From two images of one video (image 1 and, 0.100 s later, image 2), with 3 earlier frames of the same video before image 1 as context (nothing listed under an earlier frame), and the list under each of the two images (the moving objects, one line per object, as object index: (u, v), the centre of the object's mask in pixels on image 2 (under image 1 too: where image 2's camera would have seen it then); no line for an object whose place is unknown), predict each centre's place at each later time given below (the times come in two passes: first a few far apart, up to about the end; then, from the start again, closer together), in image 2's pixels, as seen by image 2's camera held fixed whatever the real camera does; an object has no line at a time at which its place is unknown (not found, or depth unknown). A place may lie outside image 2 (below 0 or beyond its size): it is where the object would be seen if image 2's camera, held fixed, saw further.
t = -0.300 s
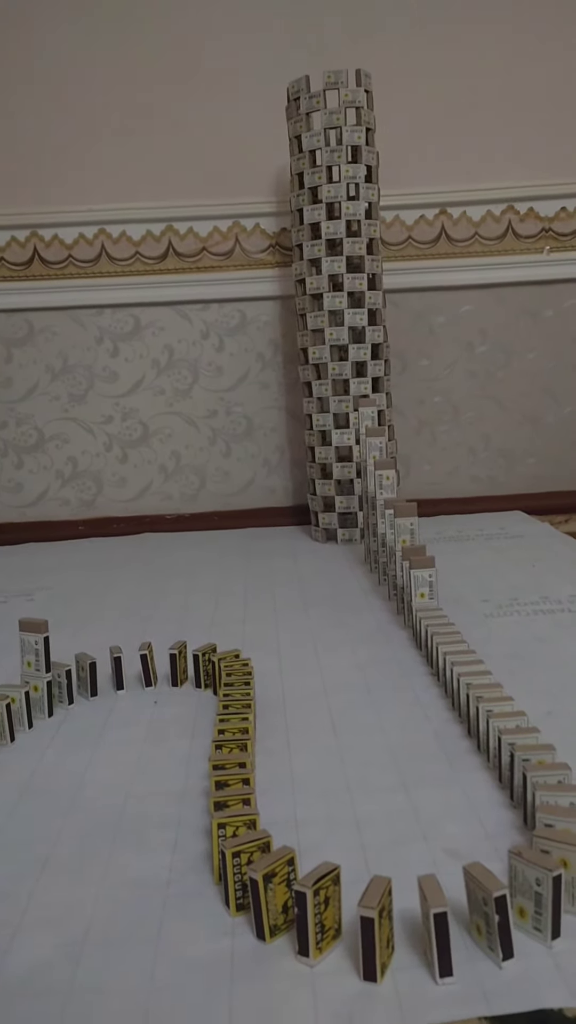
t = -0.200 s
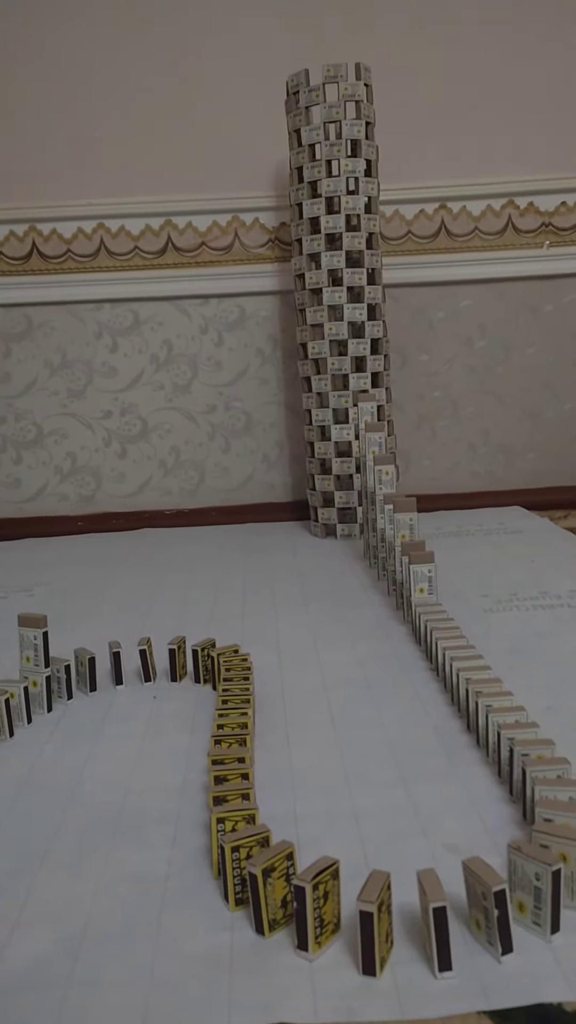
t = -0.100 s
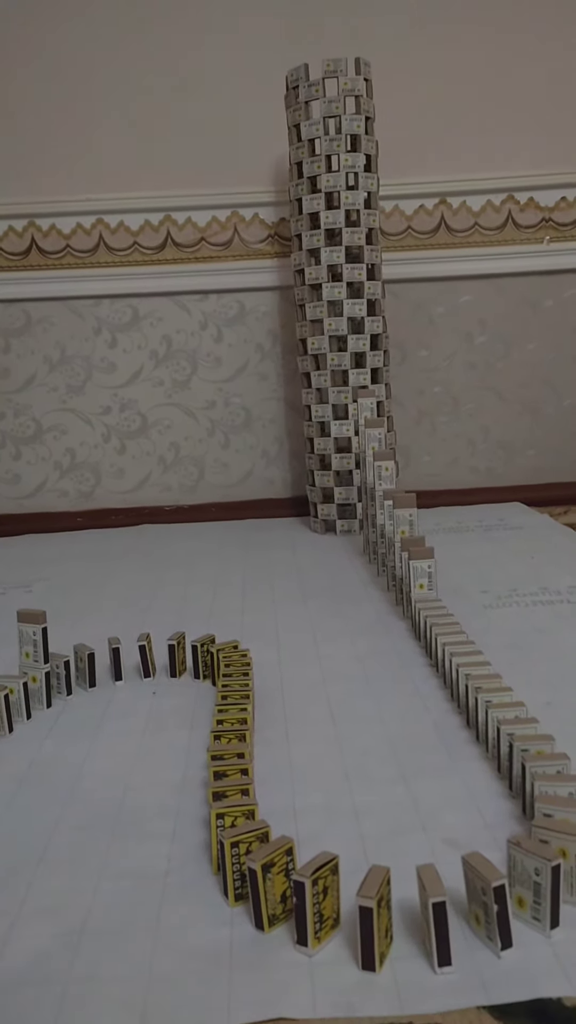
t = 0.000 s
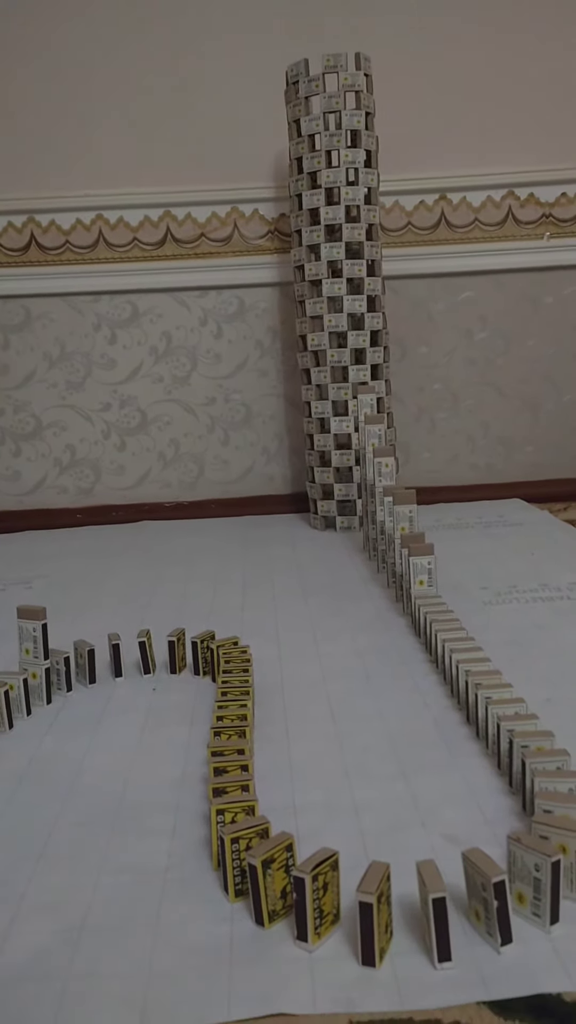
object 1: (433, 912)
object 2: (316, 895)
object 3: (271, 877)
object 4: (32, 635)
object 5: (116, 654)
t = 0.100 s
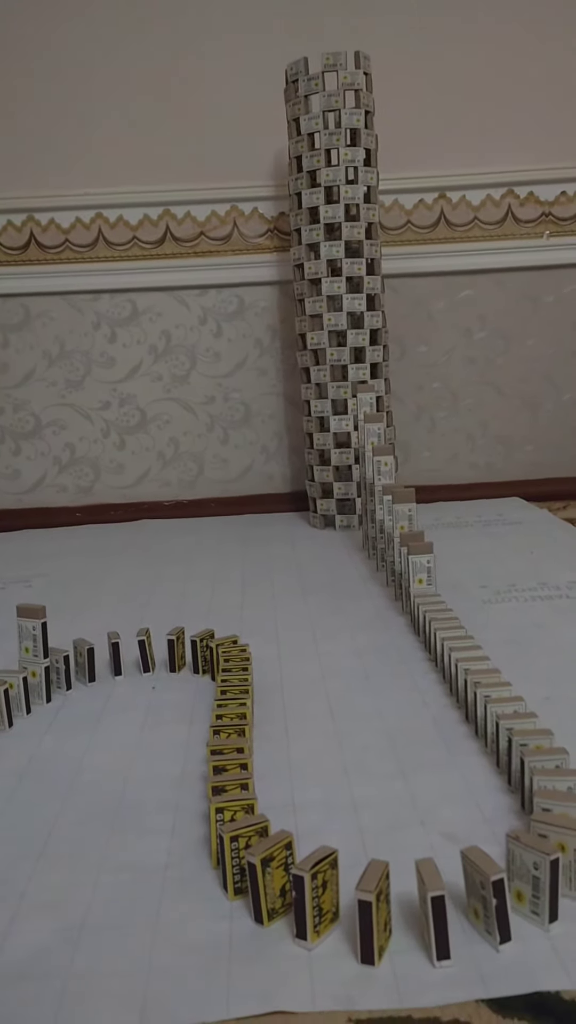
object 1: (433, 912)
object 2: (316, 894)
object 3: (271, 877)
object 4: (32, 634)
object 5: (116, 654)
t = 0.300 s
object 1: (433, 912)
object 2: (316, 894)
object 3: (271, 877)
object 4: (32, 635)
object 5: (116, 654)
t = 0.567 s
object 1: (433, 912)
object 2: (316, 894)
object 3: (271, 877)
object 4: (33, 633)
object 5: (116, 654)
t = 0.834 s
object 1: (433, 912)
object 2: (316, 894)
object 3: (271, 877)
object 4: (42, 630)
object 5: (116, 654)
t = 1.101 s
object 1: (433, 912)
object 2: (316, 894)
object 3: (271, 877)
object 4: (87, 650)
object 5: (136, 658)
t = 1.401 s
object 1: (433, 912)
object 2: (316, 894)
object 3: (271, 877)
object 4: (88, 651)
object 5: (142, 660)
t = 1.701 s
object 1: (433, 912)
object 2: (316, 894)
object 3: (271, 877)
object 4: (88, 651)
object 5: (141, 660)
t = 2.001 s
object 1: (433, 912)
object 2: (316, 894)
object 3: (271, 877)
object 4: (88, 651)
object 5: (142, 661)
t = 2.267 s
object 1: (433, 912)
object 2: (328, 916)
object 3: (301, 902)
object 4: (88, 651)
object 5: (142, 661)
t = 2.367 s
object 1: (451, 910)
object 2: (354, 920)
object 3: (306, 908)
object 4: (88, 651)
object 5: (142, 661)
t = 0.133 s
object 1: (433, 912)
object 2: (316, 894)
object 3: (271, 877)
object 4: (32, 635)
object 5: (116, 654)
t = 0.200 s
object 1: (433, 912)
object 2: (316, 894)
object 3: (271, 877)
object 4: (32, 635)
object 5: (116, 654)
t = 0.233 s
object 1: (433, 912)
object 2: (316, 894)
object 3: (271, 877)
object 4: (32, 635)
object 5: (116, 654)
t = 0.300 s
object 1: (433, 912)
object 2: (316, 894)
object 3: (271, 877)
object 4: (32, 635)
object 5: (116, 654)
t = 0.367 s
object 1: (433, 912)
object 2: (316, 894)
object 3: (271, 877)
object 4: (32, 635)
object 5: (116, 654)
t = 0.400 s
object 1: (433, 912)
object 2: (316, 894)
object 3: (271, 877)
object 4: (33, 633)
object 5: (116, 654)
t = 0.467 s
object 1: (433, 911)
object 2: (316, 894)
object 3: (271, 877)
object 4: (33, 633)
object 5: (116, 654)
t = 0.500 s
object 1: (433, 911)
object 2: (316, 894)
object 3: (271, 877)
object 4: (33, 633)
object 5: (116, 654)
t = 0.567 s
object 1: (433, 912)
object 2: (316, 894)
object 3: (271, 877)
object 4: (33, 633)
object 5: (116, 654)
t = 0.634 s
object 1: (433, 912)
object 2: (316, 894)
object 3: (271, 877)
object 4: (33, 633)
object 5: (116, 654)
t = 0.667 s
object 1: (433, 912)
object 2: (316, 894)
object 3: (271, 877)
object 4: (33, 633)
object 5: (116, 654)
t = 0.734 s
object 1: (433, 912)
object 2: (316, 894)
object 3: (271, 877)
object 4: (33, 633)
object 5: (116, 654)
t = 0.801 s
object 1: (433, 912)
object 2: (316, 894)
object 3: (271, 877)
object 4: (38, 631)
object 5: (116, 654)
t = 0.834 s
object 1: (433, 912)
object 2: (316, 894)
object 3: (271, 877)
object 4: (42, 630)
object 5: (116, 654)
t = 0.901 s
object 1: (433, 912)
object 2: (316, 894)
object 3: (271, 877)
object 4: (55, 629)
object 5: (116, 654)
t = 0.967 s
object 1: (433, 912)
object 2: (316, 894)
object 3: (271, 877)
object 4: (70, 633)
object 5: (116, 654)
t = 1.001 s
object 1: (433, 912)
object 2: (316, 894)
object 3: (271, 877)
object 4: (77, 641)
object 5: (116, 654)
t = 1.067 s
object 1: (433, 912)
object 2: (316, 894)
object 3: (271, 877)
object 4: (85, 649)
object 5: (129, 659)
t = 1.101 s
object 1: (433, 912)
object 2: (316, 894)
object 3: (271, 877)
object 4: (87, 650)
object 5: (136, 658)
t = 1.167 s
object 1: (433, 912)
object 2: (316, 894)
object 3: (271, 877)
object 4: (88, 651)
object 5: (140, 659)
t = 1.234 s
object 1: (433, 912)
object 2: (316, 894)
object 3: (271, 877)
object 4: (88, 651)
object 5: (142, 660)
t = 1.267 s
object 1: (433, 912)
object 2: (316, 894)
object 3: (271, 877)
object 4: (88, 651)
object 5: (142, 660)
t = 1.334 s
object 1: (433, 912)
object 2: (316, 894)
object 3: (271, 877)
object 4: (88, 651)
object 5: (142, 660)
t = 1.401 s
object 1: (433, 912)
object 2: (316, 894)
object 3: (271, 877)
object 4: (88, 651)
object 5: (142, 660)
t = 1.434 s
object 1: (433, 912)
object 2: (316, 894)
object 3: (271, 877)
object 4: (88, 651)
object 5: (142, 660)
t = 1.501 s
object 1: (433, 912)
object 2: (316, 894)
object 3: (271, 877)
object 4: (88, 651)
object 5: (142, 660)
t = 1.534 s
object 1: (433, 912)
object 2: (316, 894)
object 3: (271, 877)
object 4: (88, 651)
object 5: (142, 660)
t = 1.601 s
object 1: (433, 912)
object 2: (316, 894)
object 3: (271, 877)
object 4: (88, 651)
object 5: (142, 660)
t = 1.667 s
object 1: (433, 912)
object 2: (316, 894)
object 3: (271, 877)
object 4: (88, 651)
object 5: (141, 660)
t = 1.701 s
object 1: (433, 912)
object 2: (316, 894)
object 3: (271, 877)
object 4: (88, 651)
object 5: (141, 660)
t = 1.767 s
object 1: (433, 912)
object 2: (316, 894)
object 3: (271, 877)
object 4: (88, 651)
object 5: (141, 661)
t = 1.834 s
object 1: (433, 912)
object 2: (316, 894)
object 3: (271, 877)
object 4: (88, 651)
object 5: (142, 661)
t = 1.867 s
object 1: (433, 912)
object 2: (316, 894)
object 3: (271, 877)
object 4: (88, 651)
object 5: (142, 661)
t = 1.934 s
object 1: (433, 912)
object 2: (316, 894)
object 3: (271, 877)
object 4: (88, 651)
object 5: (142, 661)
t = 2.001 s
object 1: (433, 912)
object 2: (316, 894)
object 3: (271, 877)
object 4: (88, 651)
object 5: (142, 661)
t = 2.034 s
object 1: (433, 912)
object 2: (316, 894)
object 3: (271, 877)
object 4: (88, 651)
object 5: (142, 661)
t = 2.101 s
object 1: (433, 912)
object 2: (316, 894)
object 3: (271, 877)
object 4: (88, 651)
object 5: (142, 661)
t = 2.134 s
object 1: (433, 912)
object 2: (316, 894)
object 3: (273, 879)
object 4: (88, 651)
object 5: (142, 661)
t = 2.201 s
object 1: (433, 912)
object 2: (320, 900)
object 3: (273, 904)
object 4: (88, 651)
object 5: (142, 661)
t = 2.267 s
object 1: (433, 912)
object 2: (328, 916)
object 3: (301, 902)
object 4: (88, 651)
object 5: (142, 661)
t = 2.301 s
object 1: (433, 912)
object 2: (345, 912)
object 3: (303, 905)
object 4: (88, 651)
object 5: (142, 661)
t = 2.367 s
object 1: (451, 910)
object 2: (354, 920)
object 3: (306, 908)
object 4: (88, 651)
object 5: (142, 661)
